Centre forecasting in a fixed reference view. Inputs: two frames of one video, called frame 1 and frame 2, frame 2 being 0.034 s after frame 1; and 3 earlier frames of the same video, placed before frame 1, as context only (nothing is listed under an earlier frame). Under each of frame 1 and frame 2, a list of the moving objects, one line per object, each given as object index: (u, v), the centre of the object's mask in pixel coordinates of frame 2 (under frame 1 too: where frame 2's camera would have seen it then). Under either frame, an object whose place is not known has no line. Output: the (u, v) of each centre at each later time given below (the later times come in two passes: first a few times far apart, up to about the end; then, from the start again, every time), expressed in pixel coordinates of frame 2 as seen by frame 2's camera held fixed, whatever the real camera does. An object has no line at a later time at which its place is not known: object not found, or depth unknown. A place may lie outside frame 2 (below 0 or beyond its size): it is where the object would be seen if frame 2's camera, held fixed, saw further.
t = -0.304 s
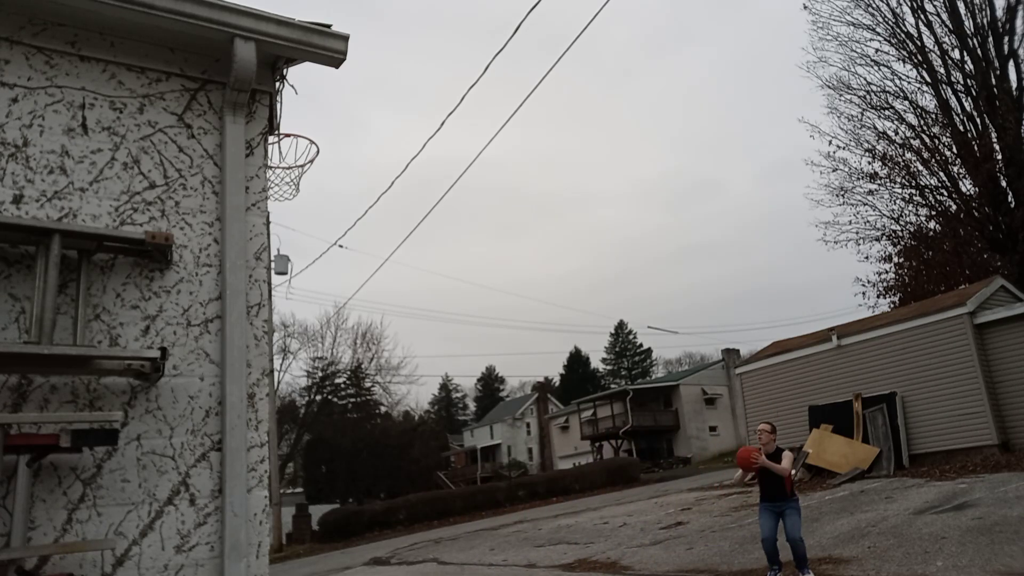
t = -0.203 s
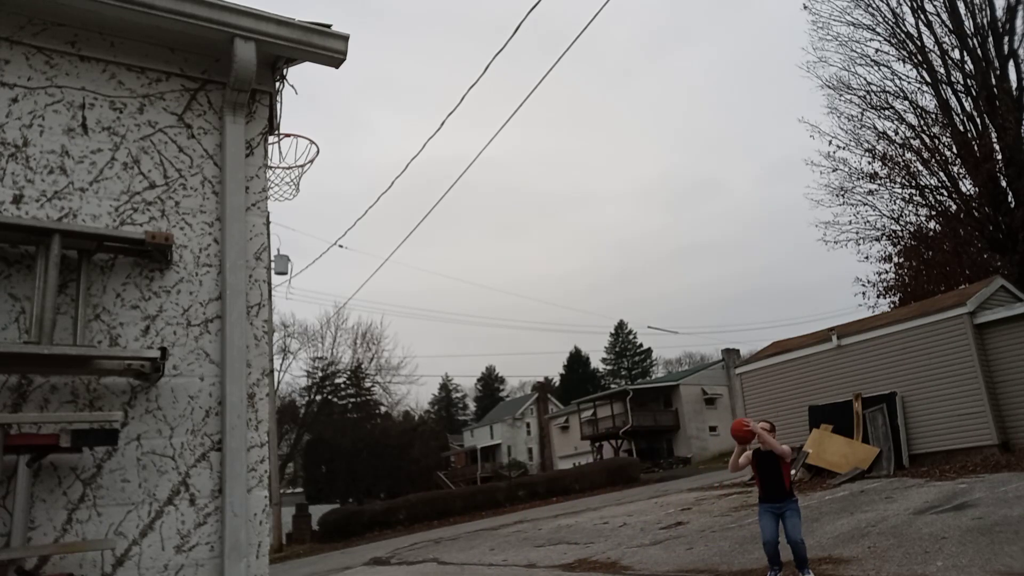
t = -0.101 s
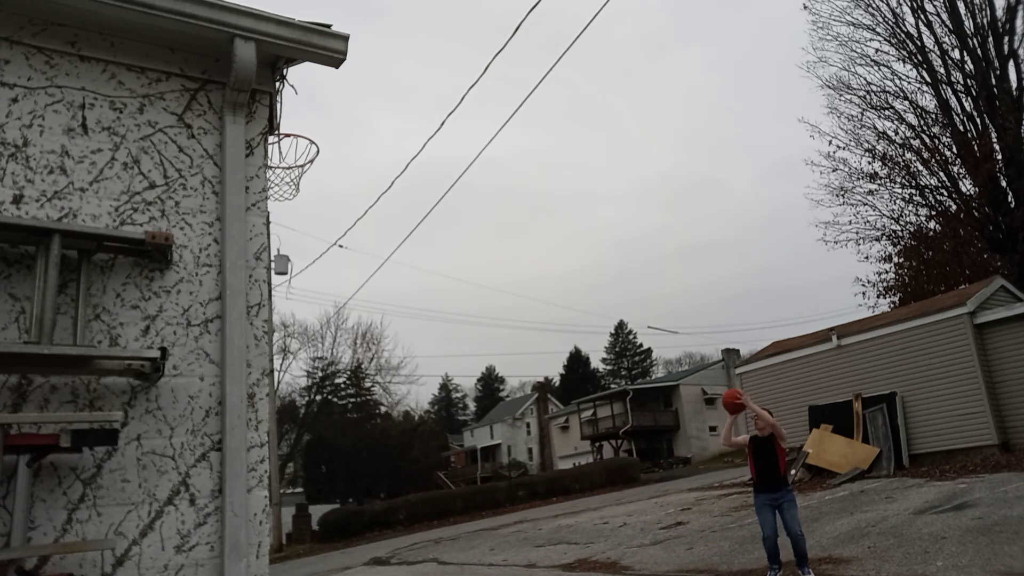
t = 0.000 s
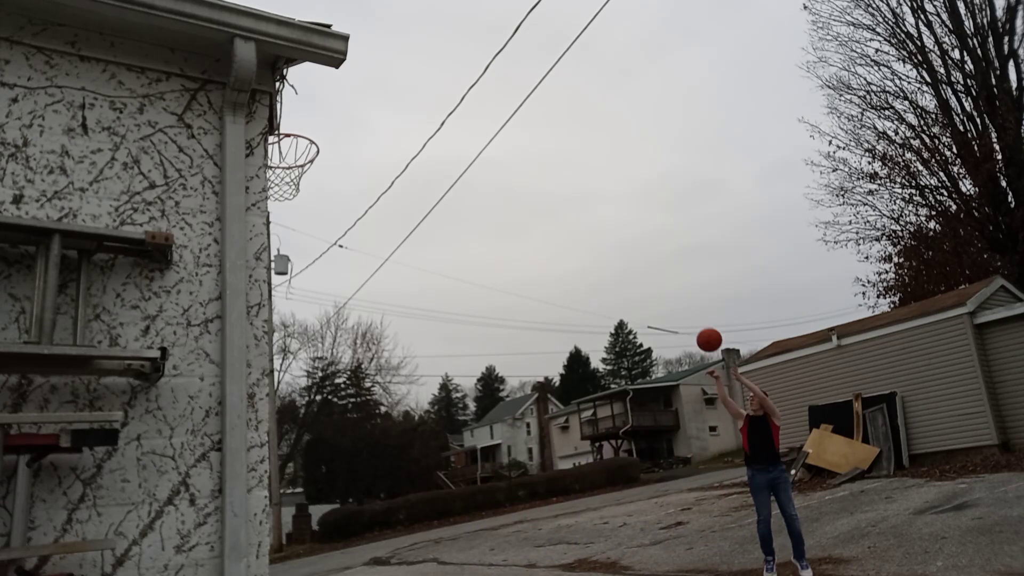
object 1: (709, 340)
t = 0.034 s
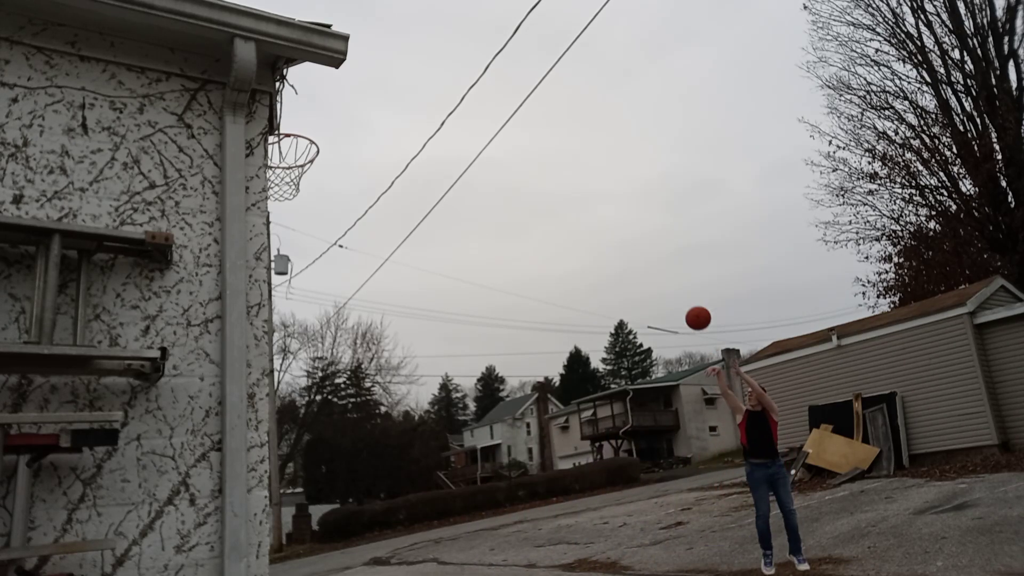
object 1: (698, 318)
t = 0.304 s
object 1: (614, 177)
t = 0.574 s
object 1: (531, 95)
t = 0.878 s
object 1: (430, 79)
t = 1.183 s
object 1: (370, 157)
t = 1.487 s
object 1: (574, 275)
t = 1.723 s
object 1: (749, 462)
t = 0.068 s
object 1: (687, 297)
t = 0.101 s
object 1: (676, 277)
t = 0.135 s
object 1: (666, 258)
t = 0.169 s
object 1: (655, 240)
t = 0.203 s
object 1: (645, 223)
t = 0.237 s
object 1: (634, 207)
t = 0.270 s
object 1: (624, 191)
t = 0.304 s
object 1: (614, 177)
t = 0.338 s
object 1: (603, 164)
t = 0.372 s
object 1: (593, 151)
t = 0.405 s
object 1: (583, 140)
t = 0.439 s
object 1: (573, 129)
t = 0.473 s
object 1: (562, 119)
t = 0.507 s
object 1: (552, 110)
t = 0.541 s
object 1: (541, 102)
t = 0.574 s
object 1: (531, 95)
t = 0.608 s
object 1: (520, 89)
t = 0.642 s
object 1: (510, 84)
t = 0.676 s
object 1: (499, 79)
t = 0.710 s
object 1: (488, 76)
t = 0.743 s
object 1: (477, 74)
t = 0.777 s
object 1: (465, 74)
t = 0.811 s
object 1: (454, 74)
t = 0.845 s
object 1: (442, 76)
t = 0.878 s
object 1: (430, 79)
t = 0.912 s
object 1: (418, 83)
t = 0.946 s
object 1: (405, 89)
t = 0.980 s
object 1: (392, 97)
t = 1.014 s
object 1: (378, 106)
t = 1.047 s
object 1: (364, 116)
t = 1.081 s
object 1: (349, 129)
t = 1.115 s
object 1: (334, 144)
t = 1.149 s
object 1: (347, 152)
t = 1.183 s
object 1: (370, 157)
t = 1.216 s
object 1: (393, 165)
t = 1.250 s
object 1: (415, 174)
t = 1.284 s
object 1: (438, 184)
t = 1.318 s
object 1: (461, 195)
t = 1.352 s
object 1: (483, 208)
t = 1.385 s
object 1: (505, 223)
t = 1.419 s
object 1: (528, 239)
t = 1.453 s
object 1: (551, 256)
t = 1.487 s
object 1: (574, 275)
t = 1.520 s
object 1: (598, 296)
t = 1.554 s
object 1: (622, 318)
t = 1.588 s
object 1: (646, 343)
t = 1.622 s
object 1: (671, 370)
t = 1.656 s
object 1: (697, 398)
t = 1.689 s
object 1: (722, 429)
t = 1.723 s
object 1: (749, 462)
